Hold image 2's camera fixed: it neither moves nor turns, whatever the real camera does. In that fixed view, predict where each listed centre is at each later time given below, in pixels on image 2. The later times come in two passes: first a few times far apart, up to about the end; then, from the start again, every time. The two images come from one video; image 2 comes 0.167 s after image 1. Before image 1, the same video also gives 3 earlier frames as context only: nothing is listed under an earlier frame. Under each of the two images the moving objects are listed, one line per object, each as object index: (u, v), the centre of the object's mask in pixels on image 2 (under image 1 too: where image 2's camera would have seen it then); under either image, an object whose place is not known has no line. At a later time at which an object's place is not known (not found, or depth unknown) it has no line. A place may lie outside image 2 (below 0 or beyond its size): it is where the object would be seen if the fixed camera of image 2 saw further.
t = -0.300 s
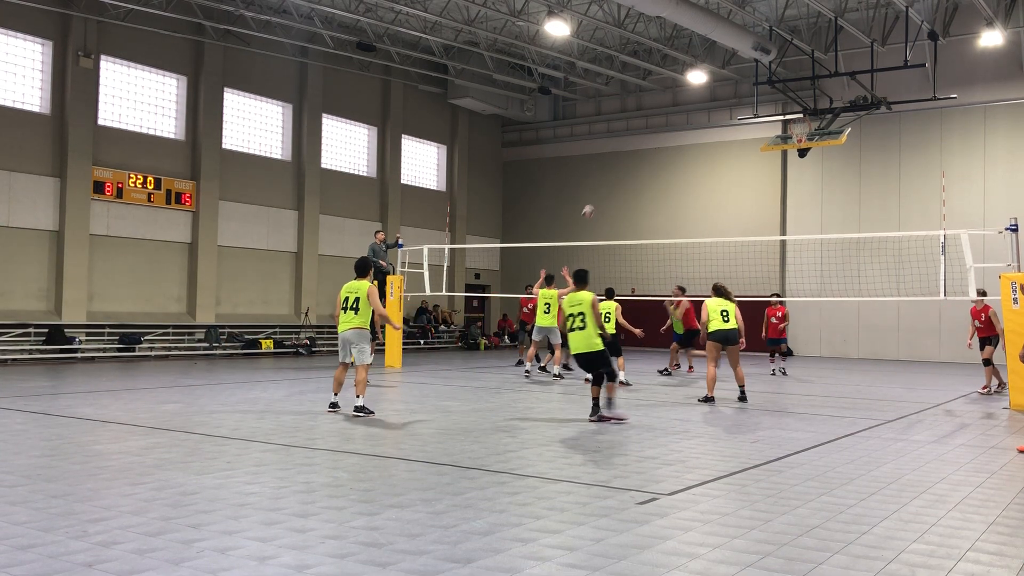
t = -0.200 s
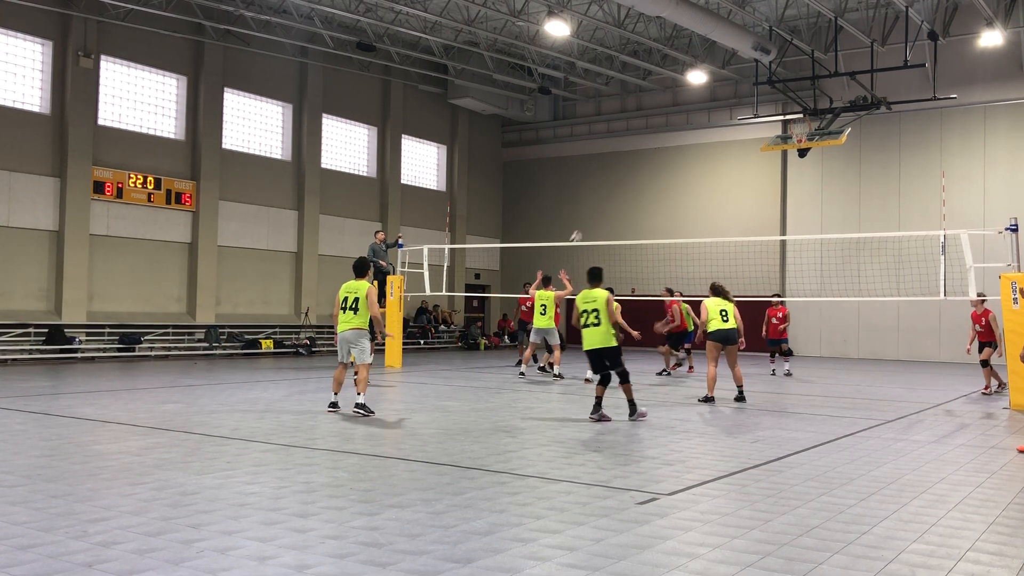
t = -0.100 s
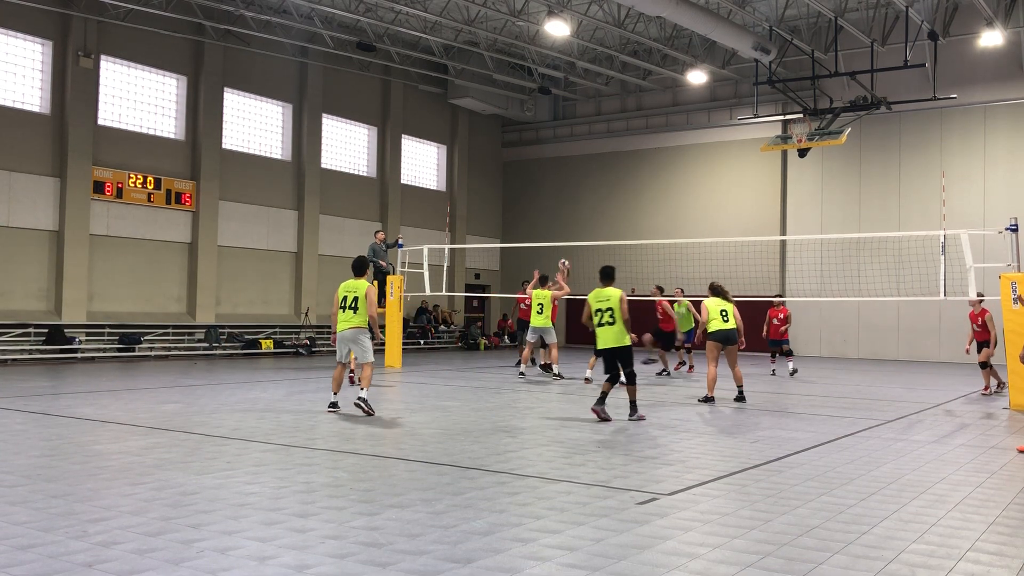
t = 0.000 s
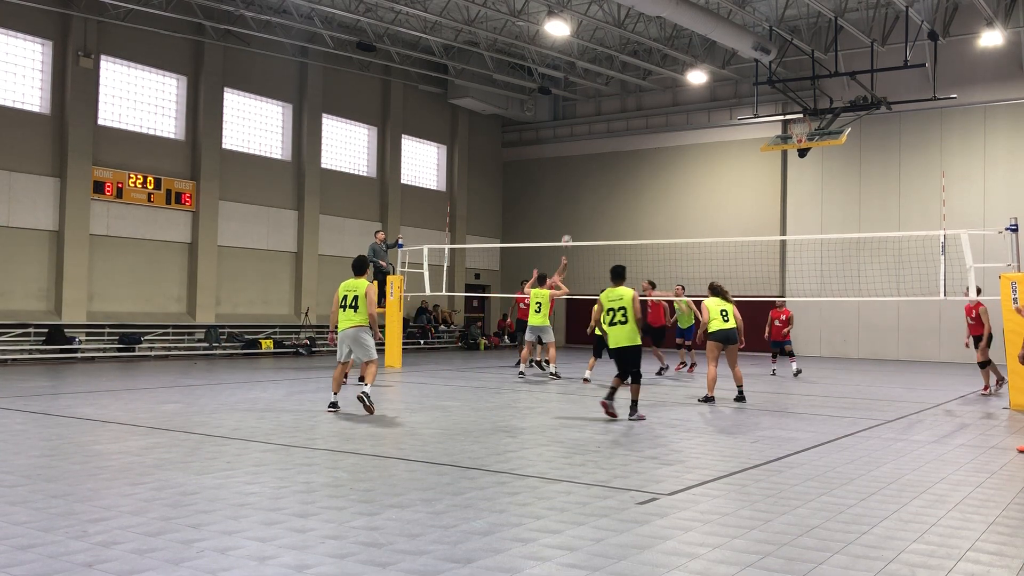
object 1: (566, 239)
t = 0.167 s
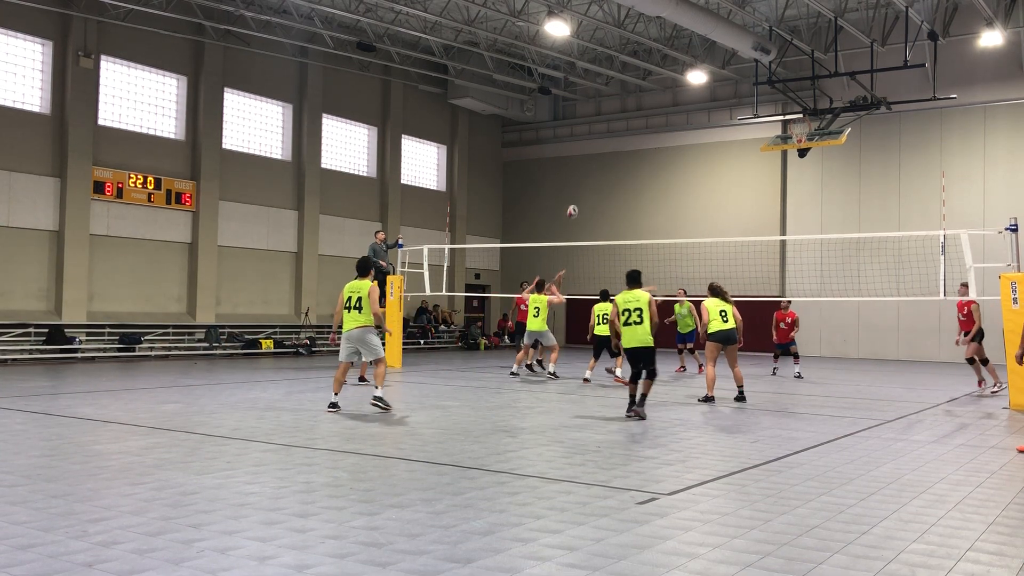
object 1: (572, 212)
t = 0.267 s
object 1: (575, 200)
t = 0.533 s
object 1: (584, 193)
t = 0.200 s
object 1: (573, 207)
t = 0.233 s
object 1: (574, 202)
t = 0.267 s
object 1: (575, 200)
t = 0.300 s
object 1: (577, 197)
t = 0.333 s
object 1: (577, 195)
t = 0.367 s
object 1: (579, 193)
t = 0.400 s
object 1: (580, 192)
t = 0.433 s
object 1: (581, 191)
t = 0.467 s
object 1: (582, 191)
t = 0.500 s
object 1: (583, 192)
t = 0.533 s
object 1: (584, 193)
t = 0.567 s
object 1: (584, 195)
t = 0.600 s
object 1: (586, 198)
